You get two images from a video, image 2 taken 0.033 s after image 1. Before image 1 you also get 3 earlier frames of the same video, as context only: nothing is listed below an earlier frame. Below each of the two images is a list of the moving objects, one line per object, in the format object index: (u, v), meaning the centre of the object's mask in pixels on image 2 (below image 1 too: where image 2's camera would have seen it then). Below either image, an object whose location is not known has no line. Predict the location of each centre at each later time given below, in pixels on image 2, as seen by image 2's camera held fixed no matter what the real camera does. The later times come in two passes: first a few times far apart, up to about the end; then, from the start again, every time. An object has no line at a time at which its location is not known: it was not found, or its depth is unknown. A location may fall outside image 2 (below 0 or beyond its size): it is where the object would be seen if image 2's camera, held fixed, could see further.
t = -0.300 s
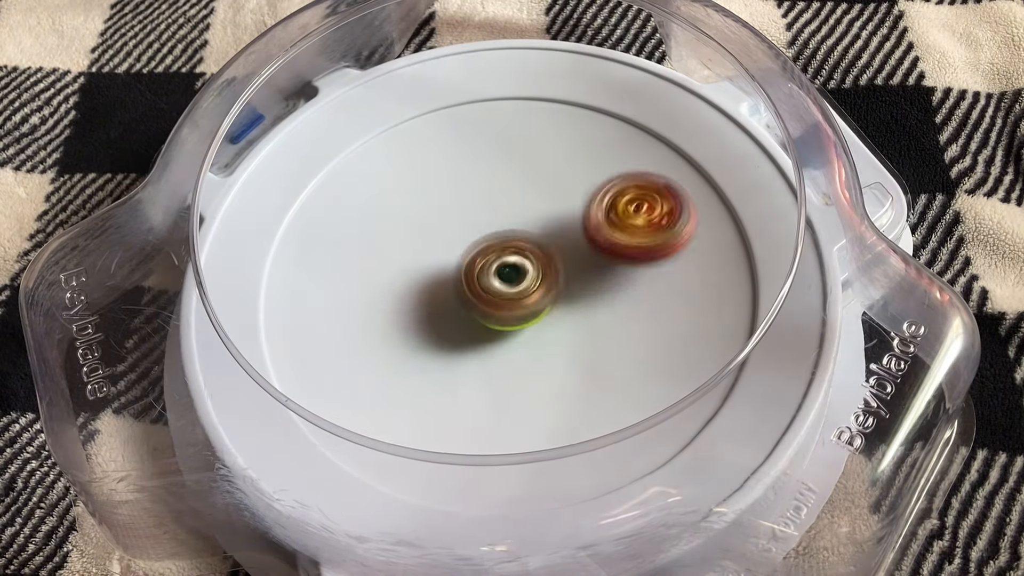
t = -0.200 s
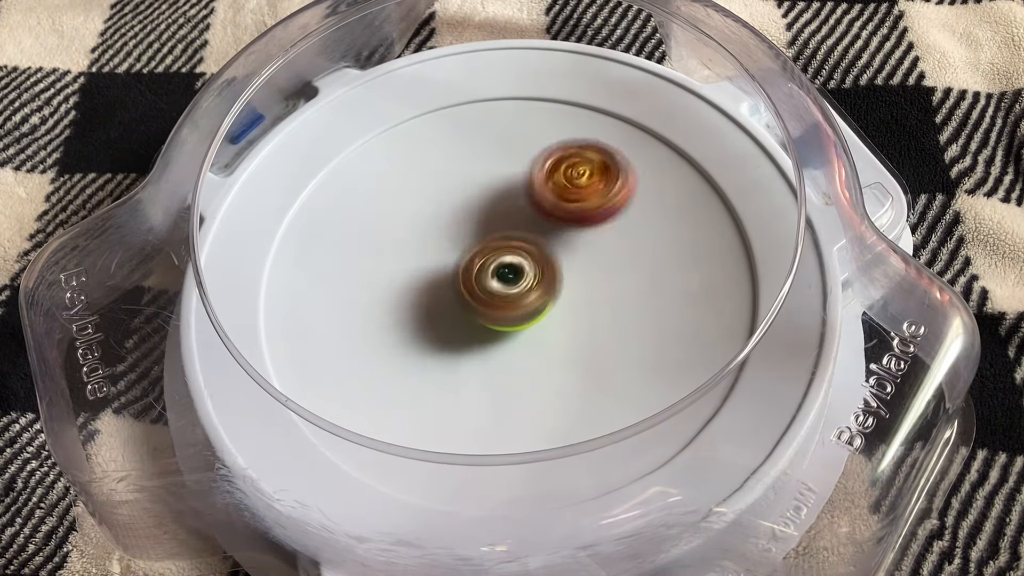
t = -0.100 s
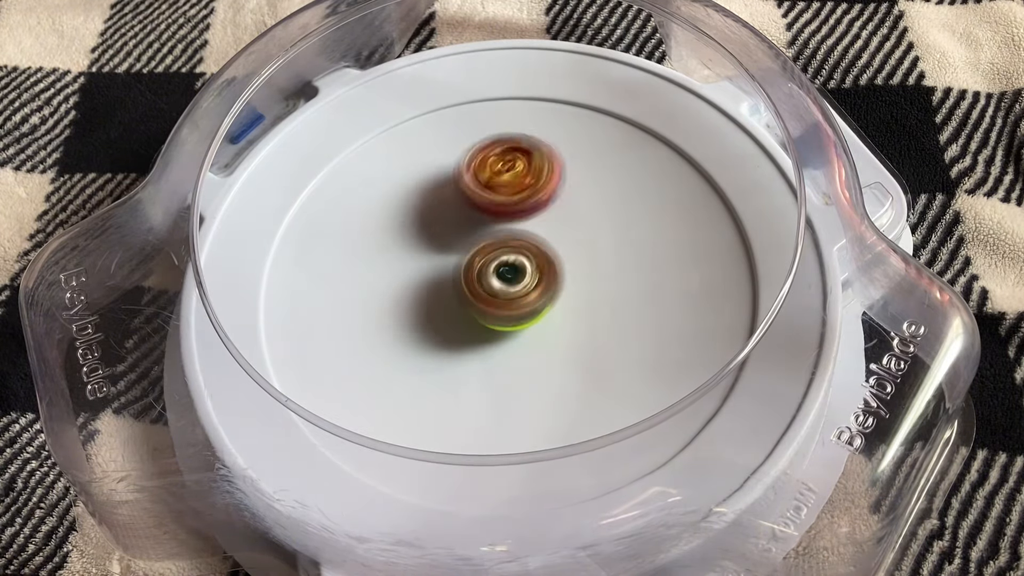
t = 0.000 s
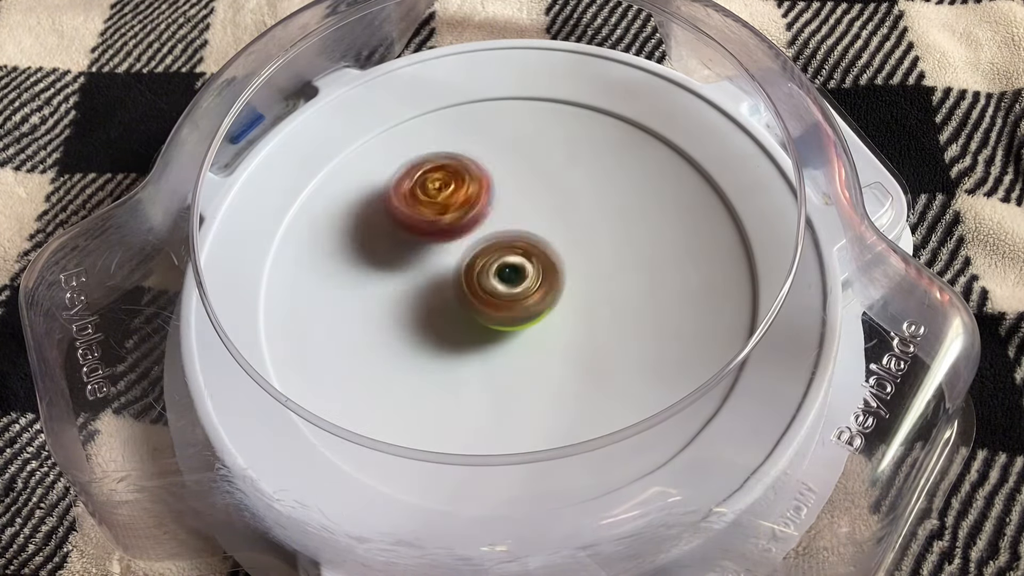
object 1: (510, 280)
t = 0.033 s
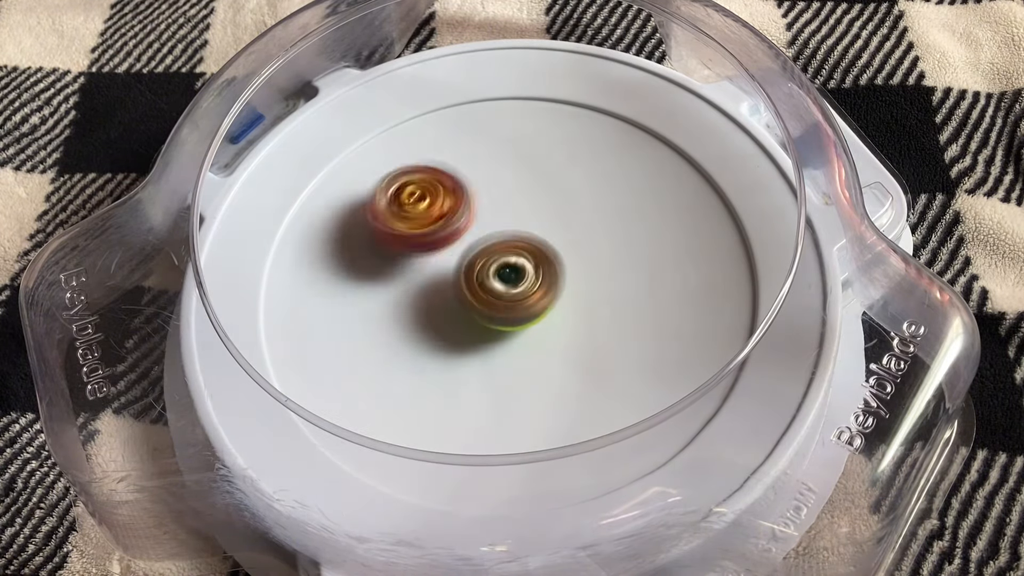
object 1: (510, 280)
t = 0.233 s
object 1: (510, 279)
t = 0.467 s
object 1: (509, 280)
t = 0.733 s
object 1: (508, 281)
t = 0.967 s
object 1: (508, 281)
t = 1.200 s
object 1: (507, 280)
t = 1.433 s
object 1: (507, 278)
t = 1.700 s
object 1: (509, 281)
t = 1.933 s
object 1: (508, 280)
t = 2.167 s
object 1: (503, 297)
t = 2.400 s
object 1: (502, 305)
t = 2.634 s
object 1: (517, 305)
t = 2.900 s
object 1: (552, 285)
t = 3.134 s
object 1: (545, 220)
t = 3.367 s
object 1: (513, 149)
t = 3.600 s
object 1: (494, 165)
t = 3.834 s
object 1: (463, 244)
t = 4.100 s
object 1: (460, 274)
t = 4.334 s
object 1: (474, 250)
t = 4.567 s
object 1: (458, 234)
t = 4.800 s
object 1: (404, 252)
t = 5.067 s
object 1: (417, 292)
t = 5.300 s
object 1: (474, 324)
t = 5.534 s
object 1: (520, 317)
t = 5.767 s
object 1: (471, 250)
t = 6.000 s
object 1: (435, 230)
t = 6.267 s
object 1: (403, 250)
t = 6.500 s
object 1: (420, 304)
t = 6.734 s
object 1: (471, 321)
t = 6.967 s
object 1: (470, 311)
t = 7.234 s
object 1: (421, 299)
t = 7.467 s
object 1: (415, 301)
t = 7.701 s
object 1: (441, 302)
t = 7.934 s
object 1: (449, 287)
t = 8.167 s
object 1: (447, 274)
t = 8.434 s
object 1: (434, 269)
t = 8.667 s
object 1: (433, 272)
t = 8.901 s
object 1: (450, 266)
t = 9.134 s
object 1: (458, 247)
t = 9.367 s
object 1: (459, 242)
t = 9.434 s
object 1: (462, 243)
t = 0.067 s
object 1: (509, 280)
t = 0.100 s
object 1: (509, 280)
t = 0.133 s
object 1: (508, 279)
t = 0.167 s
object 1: (508, 280)
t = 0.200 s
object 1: (510, 279)
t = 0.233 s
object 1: (510, 279)
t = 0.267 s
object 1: (510, 279)
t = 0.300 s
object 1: (509, 279)
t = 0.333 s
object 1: (509, 279)
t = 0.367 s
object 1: (509, 280)
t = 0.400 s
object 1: (509, 280)
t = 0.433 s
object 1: (509, 281)
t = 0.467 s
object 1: (509, 280)
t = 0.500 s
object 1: (508, 280)
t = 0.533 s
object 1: (508, 280)
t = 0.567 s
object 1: (507, 279)
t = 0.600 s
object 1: (506, 280)
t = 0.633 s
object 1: (506, 279)
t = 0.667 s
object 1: (507, 279)
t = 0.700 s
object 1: (508, 281)
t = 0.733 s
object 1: (508, 281)
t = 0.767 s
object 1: (506, 281)
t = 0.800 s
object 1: (505, 281)
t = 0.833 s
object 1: (505, 281)
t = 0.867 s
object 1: (504, 281)
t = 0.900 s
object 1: (506, 281)
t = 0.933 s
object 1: (506, 281)
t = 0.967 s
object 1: (508, 281)
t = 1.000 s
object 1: (507, 280)
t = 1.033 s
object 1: (507, 280)
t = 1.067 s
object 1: (507, 280)
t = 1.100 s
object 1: (507, 280)
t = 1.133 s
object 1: (507, 280)
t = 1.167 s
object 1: (507, 280)
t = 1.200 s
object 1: (507, 280)
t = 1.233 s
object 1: (507, 280)
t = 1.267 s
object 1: (506, 280)
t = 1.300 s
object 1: (506, 280)
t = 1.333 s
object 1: (507, 279)
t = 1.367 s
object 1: (507, 279)
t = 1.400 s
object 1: (508, 279)
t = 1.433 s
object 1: (507, 278)
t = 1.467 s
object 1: (508, 279)
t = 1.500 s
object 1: (509, 278)
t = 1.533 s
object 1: (510, 278)
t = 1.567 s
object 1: (511, 279)
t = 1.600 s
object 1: (511, 279)
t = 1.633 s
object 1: (511, 280)
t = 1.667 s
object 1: (511, 280)
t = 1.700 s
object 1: (509, 281)
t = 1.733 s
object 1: (510, 281)
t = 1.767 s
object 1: (510, 281)
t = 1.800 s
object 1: (510, 281)
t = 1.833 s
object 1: (509, 281)
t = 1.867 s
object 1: (507, 280)
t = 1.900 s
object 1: (507, 281)
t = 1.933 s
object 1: (508, 280)
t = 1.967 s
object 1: (508, 281)
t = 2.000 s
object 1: (509, 283)
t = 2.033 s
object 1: (509, 281)
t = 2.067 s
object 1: (508, 282)
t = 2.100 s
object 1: (509, 288)
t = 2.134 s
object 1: (506, 296)
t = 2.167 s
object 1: (503, 297)
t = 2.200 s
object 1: (500, 298)
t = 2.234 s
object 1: (499, 300)
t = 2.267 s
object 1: (499, 301)
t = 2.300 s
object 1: (500, 302)
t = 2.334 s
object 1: (501, 304)
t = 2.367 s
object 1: (501, 304)
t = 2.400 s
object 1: (502, 305)
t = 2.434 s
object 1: (504, 306)
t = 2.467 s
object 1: (505, 306)
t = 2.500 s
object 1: (507, 307)
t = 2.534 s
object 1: (507, 306)
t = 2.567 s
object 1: (508, 306)
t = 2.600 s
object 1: (511, 306)
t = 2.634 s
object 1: (517, 305)
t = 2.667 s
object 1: (525, 306)
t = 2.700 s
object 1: (529, 306)
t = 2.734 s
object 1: (533, 304)
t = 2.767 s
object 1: (540, 301)
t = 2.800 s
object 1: (544, 299)
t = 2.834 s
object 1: (547, 296)
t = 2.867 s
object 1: (549, 292)
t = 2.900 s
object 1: (552, 285)
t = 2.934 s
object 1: (557, 276)
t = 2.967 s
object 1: (561, 268)
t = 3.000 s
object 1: (562, 263)
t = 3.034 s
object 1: (564, 258)
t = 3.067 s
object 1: (565, 253)
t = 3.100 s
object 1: (556, 239)
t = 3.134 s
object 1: (545, 220)
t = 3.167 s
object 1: (537, 202)
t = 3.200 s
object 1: (532, 186)
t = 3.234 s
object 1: (527, 172)
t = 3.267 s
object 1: (521, 163)
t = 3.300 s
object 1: (517, 155)
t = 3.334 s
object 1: (516, 150)
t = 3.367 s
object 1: (513, 149)
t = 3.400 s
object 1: (510, 148)
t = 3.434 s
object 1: (507, 147)
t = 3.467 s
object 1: (505, 147)
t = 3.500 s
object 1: (502, 151)
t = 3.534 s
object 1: (498, 154)
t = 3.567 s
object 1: (496, 159)
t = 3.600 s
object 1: (494, 165)
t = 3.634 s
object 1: (490, 172)
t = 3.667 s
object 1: (485, 181)
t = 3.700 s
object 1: (482, 191)
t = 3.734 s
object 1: (477, 202)
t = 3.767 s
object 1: (470, 213)
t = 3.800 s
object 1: (467, 229)
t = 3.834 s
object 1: (463, 244)
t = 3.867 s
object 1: (458, 258)
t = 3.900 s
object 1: (455, 274)
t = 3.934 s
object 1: (452, 284)
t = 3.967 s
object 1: (453, 283)
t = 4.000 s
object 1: (456, 285)
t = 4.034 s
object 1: (459, 287)
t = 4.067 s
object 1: (460, 286)
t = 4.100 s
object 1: (460, 274)
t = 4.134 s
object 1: (459, 265)
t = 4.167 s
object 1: (461, 259)
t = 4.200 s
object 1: (465, 257)
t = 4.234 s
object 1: (468, 256)
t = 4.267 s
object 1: (470, 254)
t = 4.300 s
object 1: (472, 251)
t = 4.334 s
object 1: (474, 250)
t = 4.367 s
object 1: (472, 247)
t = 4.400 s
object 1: (463, 243)
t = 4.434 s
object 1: (459, 239)
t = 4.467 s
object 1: (458, 236)
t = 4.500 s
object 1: (457, 236)
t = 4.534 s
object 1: (457, 234)
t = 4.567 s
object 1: (458, 234)
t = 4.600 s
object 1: (441, 239)
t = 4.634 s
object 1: (426, 240)
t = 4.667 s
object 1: (416, 240)
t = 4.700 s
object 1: (412, 244)
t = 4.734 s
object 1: (407, 245)
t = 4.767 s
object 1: (406, 248)
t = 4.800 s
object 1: (404, 252)
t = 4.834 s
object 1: (405, 254)
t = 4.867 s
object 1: (406, 259)
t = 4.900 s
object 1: (407, 262)
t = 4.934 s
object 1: (410, 267)
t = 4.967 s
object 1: (409, 274)
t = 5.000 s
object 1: (408, 280)
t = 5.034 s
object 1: (409, 285)
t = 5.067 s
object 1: (417, 292)
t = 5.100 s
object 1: (424, 298)
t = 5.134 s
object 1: (430, 304)
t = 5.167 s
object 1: (437, 308)
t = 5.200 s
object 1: (448, 313)
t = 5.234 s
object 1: (456, 318)
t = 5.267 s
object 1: (465, 321)
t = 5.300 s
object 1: (474, 324)
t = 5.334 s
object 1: (486, 326)
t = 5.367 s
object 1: (498, 328)
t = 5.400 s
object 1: (509, 328)
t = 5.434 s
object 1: (518, 328)
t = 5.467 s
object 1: (524, 326)
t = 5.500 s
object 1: (528, 323)
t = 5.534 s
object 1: (520, 317)
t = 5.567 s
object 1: (502, 305)
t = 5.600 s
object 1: (490, 296)
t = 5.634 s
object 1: (483, 285)
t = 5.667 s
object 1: (481, 273)
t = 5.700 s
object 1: (475, 266)
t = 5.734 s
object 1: (474, 253)
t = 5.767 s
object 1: (471, 250)
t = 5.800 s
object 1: (468, 243)
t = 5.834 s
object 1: (465, 238)
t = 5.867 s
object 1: (462, 239)
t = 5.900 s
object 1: (461, 234)
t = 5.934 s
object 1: (458, 234)
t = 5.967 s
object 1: (446, 234)
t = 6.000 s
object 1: (435, 230)
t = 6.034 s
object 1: (428, 228)
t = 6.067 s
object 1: (424, 229)
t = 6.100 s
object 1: (420, 231)
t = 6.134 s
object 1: (417, 234)
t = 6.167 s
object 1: (411, 237)
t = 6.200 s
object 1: (406, 240)
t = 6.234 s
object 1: (403, 244)
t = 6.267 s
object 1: (403, 250)
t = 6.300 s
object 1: (402, 256)
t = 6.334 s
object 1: (403, 263)
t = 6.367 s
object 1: (405, 271)
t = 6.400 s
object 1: (409, 281)
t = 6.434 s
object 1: (414, 290)
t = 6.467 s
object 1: (421, 299)
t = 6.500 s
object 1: (420, 304)
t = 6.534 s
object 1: (425, 308)
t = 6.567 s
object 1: (431, 311)
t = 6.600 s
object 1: (439, 314)
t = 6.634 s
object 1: (447, 316)
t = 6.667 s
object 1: (458, 319)
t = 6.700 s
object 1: (468, 320)
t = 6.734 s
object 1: (471, 321)
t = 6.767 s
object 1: (475, 321)
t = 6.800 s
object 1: (472, 319)
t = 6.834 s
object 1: (469, 318)
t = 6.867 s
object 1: (470, 318)
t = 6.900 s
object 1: (473, 316)
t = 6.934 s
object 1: (472, 314)
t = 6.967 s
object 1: (470, 311)
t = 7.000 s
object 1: (469, 309)
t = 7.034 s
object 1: (469, 306)
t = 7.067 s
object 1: (461, 307)
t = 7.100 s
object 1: (447, 305)
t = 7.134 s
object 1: (434, 303)
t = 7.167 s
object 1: (428, 301)
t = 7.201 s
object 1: (423, 300)
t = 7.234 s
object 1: (421, 299)
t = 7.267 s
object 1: (418, 297)
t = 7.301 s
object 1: (417, 298)
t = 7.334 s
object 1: (418, 298)
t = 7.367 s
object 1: (419, 297)
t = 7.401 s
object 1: (419, 298)
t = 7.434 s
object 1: (418, 299)
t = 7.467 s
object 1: (415, 301)
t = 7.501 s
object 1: (411, 302)
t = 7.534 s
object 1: (415, 304)
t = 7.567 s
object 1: (420, 303)
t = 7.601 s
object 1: (425, 302)
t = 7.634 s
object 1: (432, 301)
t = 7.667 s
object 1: (440, 302)
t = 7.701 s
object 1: (441, 302)
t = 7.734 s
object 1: (441, 302)
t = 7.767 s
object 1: (442, 301)
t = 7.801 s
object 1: (445, 300)
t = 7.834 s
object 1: (446, 297)
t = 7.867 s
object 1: (448, 294)
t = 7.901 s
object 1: (451, 289)
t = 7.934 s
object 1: (449, 287)
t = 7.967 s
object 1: (444, 285)
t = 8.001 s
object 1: (444, 282)
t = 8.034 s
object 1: (445, 279)
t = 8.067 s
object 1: (447, 277)
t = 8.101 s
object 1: (448, 276)
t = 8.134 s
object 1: (447, 275)
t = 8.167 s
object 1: (447, 274)
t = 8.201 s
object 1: (448, 272)
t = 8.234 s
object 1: (444, 272)
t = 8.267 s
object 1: (434, 275)
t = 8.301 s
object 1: (432, 274)
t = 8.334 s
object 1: (432, 272)
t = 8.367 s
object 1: (431, 269)
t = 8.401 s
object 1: (433, 269)
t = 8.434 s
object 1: (434, 269)
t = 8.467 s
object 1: (436, 269)
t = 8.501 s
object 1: (439, 270)
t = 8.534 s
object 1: (442, 271)
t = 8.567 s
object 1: (440, 271)
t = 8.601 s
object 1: (436, 270)
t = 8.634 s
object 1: (433, 270)
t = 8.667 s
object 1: (433, 272)
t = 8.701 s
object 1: (438, 270)
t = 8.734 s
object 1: (442, 267)
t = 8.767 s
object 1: (445, 266)
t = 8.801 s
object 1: (445, 268)
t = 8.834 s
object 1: (447, 269)
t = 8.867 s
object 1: (452, 269)
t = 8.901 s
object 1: (450, 266)
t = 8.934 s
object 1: (444, 262)
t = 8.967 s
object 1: (443, 259)
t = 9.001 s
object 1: (446, 258)
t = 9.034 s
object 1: (451, 254)
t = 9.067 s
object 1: (454, 249)
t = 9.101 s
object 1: (456, 248)
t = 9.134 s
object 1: (458, 247)
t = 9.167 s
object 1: (459, 244)
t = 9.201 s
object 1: (458, 240)
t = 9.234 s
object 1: (461, 237)
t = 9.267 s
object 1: (462, 239)
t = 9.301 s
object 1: (463, 238)
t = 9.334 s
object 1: (462, 239)
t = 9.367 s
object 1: (459, 242)
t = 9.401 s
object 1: (461, 243)
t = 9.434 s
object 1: (462, 243)
